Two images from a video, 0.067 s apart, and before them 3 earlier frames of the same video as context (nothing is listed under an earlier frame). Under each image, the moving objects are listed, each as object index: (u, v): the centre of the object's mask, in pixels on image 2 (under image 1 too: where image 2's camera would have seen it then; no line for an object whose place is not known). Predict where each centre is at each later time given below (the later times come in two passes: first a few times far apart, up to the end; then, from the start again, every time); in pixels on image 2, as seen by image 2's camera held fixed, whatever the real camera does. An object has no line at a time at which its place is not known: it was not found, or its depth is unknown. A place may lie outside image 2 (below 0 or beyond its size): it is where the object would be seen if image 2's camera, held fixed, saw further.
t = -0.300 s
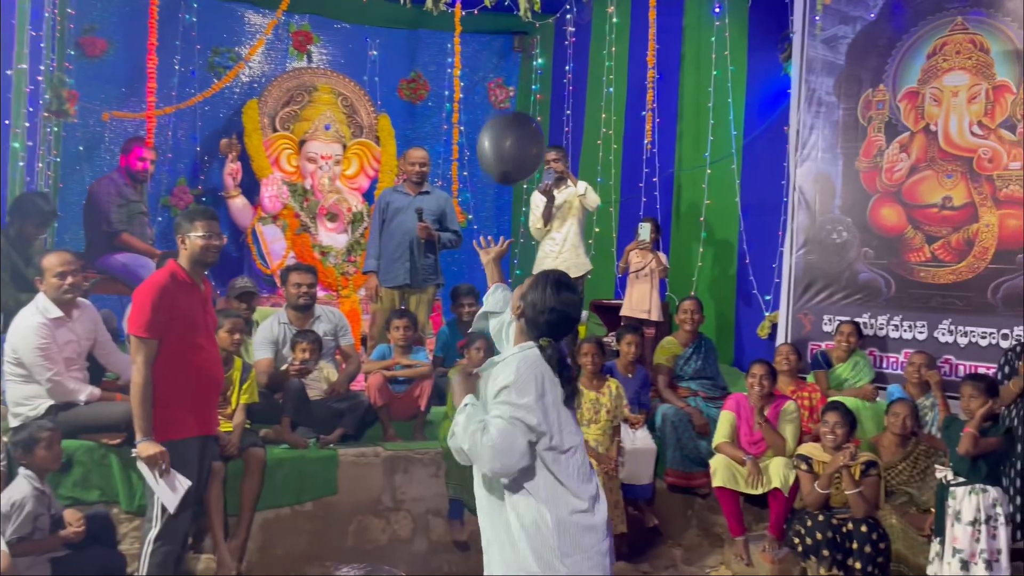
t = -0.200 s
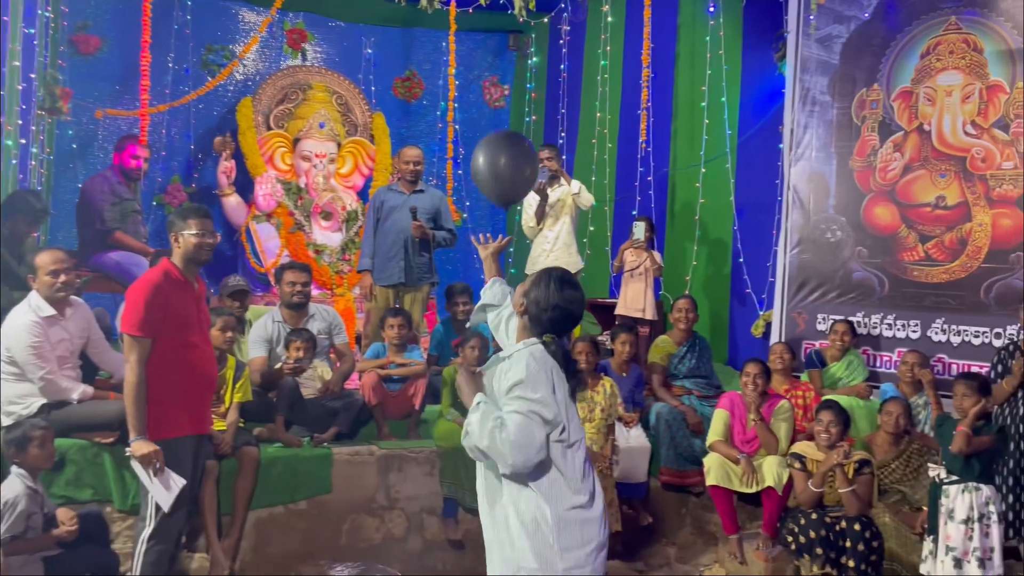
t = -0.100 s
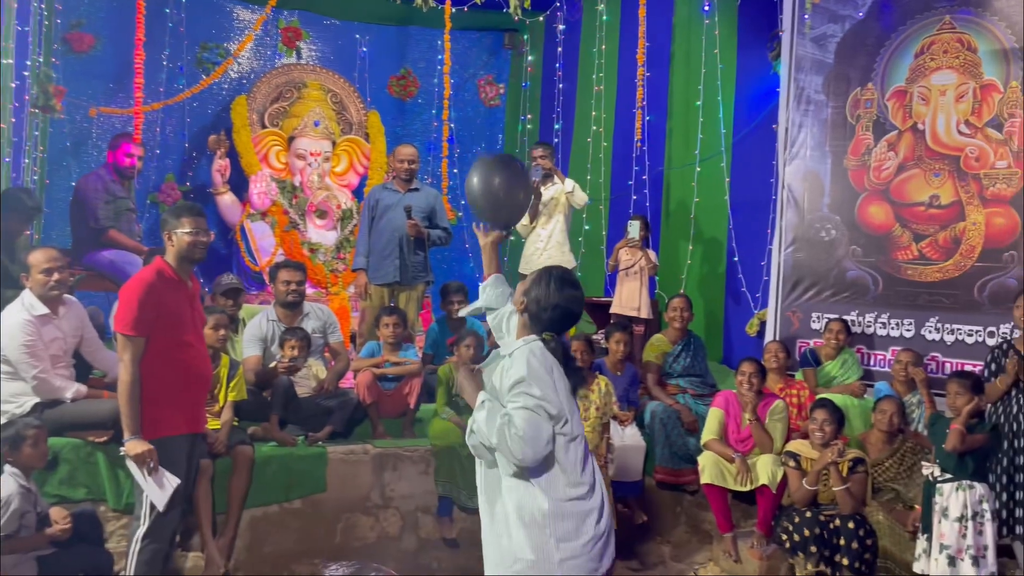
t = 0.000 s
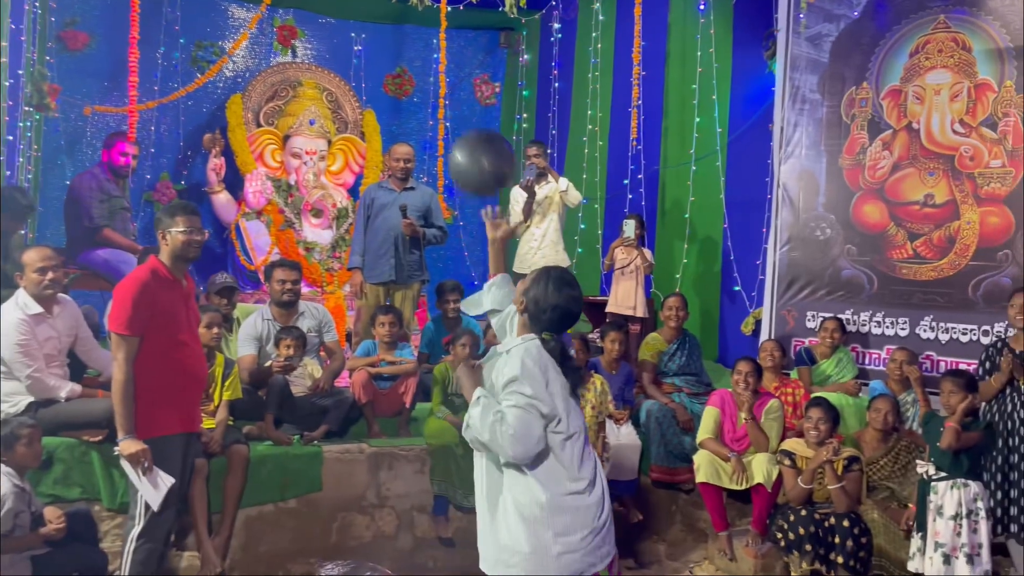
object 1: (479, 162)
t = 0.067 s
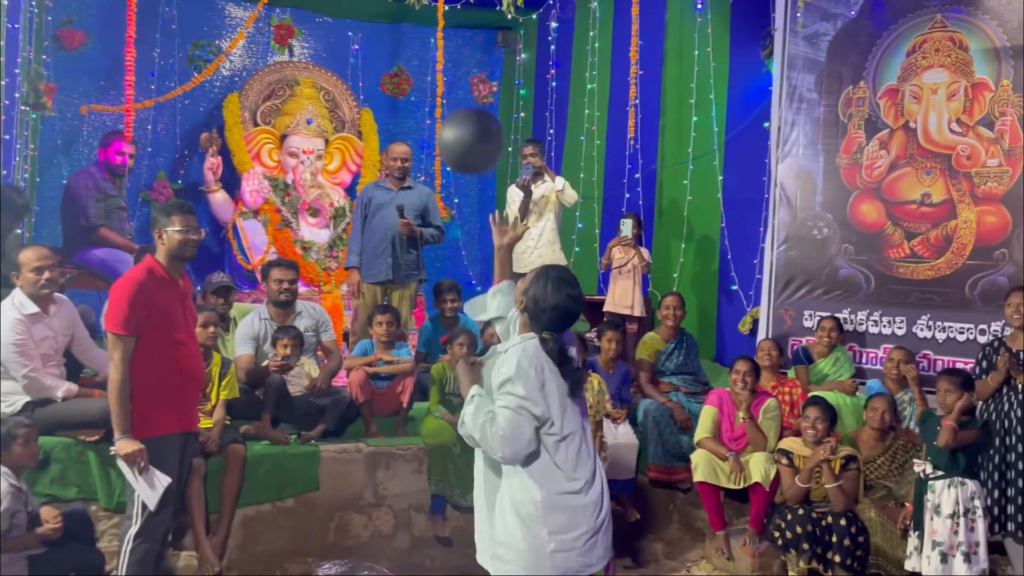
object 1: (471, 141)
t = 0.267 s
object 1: (448, 89)
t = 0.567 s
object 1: (410, 49)
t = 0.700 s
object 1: (393, 49)
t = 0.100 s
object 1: (467, 132)
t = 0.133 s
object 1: (463, 122)
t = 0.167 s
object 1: (460, 112)
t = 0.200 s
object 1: (456, 104)
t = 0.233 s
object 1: (452, 96)
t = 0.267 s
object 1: (448, 89)
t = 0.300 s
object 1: (443, 82)
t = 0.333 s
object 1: (439, 76)
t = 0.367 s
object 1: (435, 70)
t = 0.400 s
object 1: (431, 66)
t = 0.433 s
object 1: (427, 61)
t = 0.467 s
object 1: (423, 57)
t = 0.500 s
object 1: (418, 54)
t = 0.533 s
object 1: (414, 52)
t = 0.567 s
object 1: (410, 49)
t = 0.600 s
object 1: (406, 48)
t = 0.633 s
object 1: (401, 48)
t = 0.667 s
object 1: (397, 48)
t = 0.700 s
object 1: (393, 49)
